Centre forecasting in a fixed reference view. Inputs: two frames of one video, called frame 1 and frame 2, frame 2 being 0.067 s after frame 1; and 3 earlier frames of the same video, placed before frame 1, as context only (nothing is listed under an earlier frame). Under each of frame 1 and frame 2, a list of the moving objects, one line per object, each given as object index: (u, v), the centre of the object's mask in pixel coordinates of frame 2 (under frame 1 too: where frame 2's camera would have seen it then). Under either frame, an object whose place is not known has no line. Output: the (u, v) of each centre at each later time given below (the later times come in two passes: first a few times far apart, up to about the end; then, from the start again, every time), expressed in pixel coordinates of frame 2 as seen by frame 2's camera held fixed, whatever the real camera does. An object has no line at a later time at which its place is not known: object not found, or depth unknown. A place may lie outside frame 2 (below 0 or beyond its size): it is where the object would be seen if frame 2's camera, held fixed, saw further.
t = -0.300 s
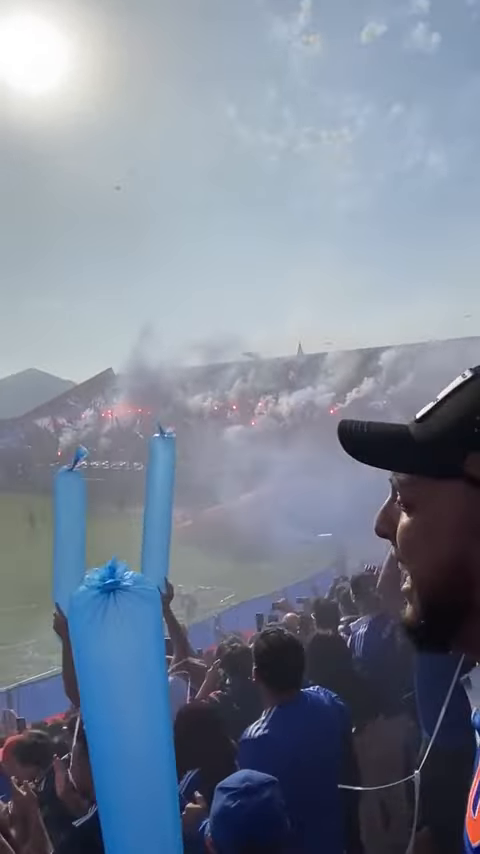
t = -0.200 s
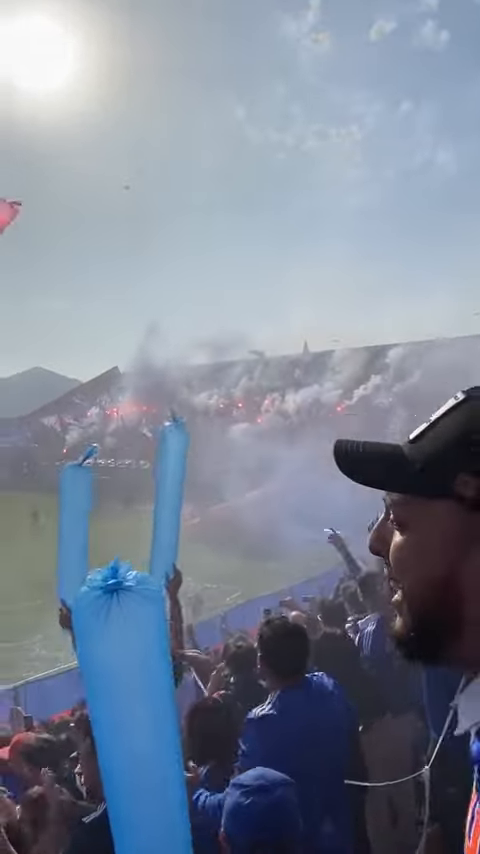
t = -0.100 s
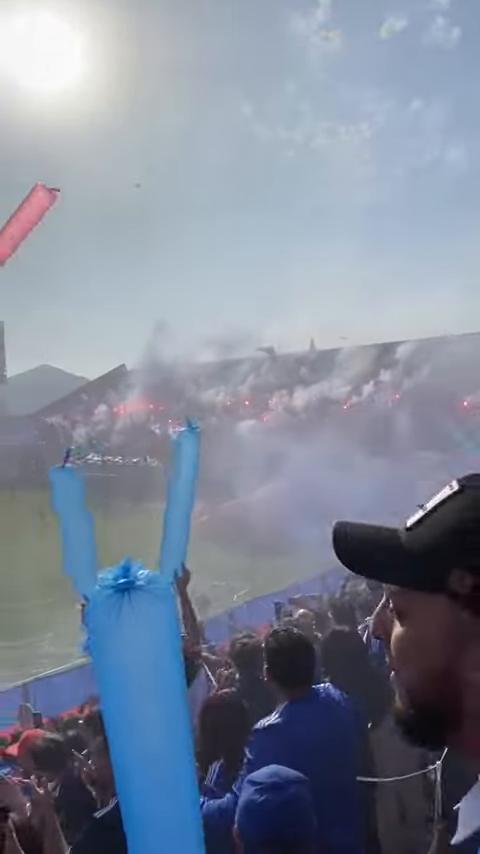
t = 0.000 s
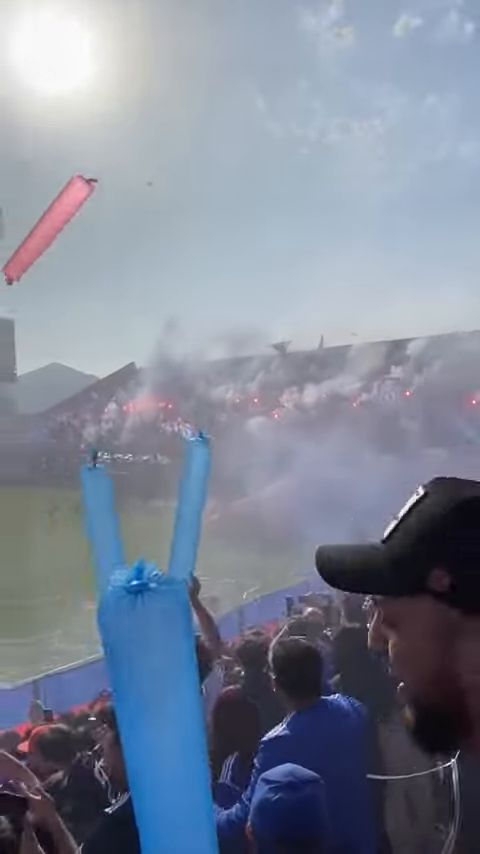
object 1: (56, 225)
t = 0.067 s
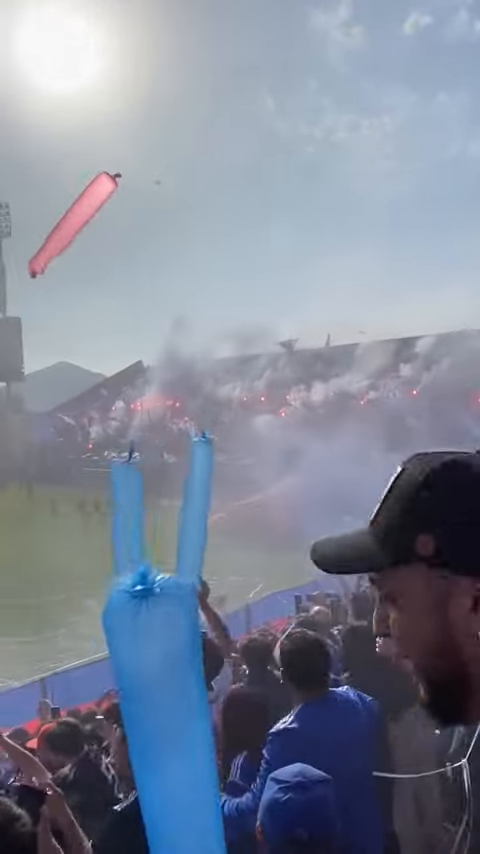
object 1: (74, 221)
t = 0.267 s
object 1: (120, 219)
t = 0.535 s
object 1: (168, 226)
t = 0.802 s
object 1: (204, 239)
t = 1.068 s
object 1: (230, 252)
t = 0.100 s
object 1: (82, 219)
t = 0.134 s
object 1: (90, 219)
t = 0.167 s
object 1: (98, 218)
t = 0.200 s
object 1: (105, 218)
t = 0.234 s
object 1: (112, 219)
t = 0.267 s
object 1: (120, 219)
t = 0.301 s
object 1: (127, 219)
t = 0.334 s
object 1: (134, 220)
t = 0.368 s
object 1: (140, 221)
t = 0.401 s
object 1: (146, 222)
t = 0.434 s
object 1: (152, 223)
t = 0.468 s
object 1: (158, 224)
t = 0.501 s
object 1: (162, 225)
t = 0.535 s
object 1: (168, 226)
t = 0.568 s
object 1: (172, 228)
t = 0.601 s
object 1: (178, 229)
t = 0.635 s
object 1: (183, 230)
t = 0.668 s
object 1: (187, 231)
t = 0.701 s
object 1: (192, 233)
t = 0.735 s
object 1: (196, 235)
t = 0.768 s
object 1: (201, 237)
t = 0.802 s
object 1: (204, 239)
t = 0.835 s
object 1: (207, 241)
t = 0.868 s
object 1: (212, 242)
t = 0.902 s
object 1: (215, 244)
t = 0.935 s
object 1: (219, 246)
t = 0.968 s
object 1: (222, 248)
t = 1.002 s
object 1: (225, 249)
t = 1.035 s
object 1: (229, 251)
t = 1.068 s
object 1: (230, 252)
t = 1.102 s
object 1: (226, 252)
